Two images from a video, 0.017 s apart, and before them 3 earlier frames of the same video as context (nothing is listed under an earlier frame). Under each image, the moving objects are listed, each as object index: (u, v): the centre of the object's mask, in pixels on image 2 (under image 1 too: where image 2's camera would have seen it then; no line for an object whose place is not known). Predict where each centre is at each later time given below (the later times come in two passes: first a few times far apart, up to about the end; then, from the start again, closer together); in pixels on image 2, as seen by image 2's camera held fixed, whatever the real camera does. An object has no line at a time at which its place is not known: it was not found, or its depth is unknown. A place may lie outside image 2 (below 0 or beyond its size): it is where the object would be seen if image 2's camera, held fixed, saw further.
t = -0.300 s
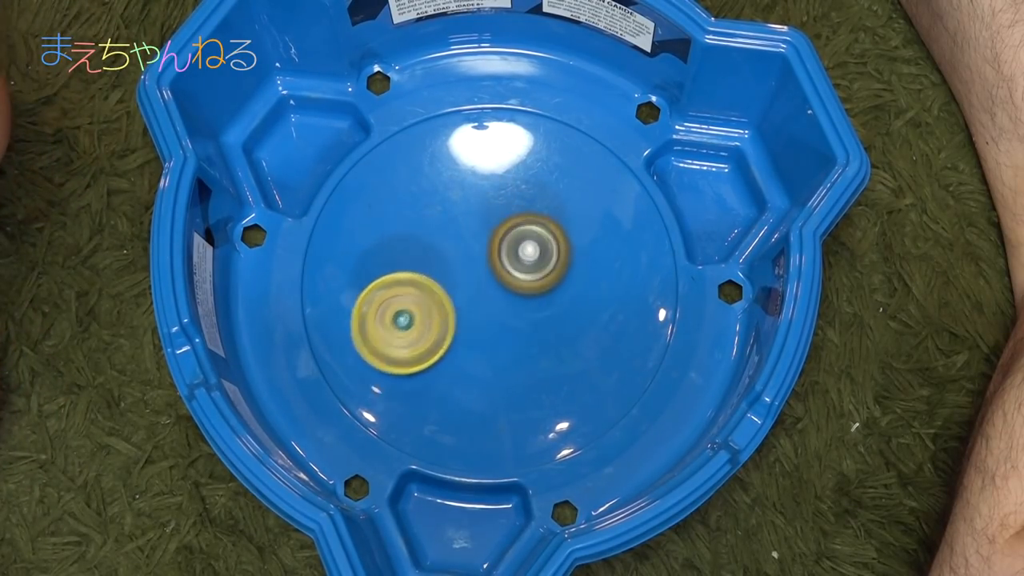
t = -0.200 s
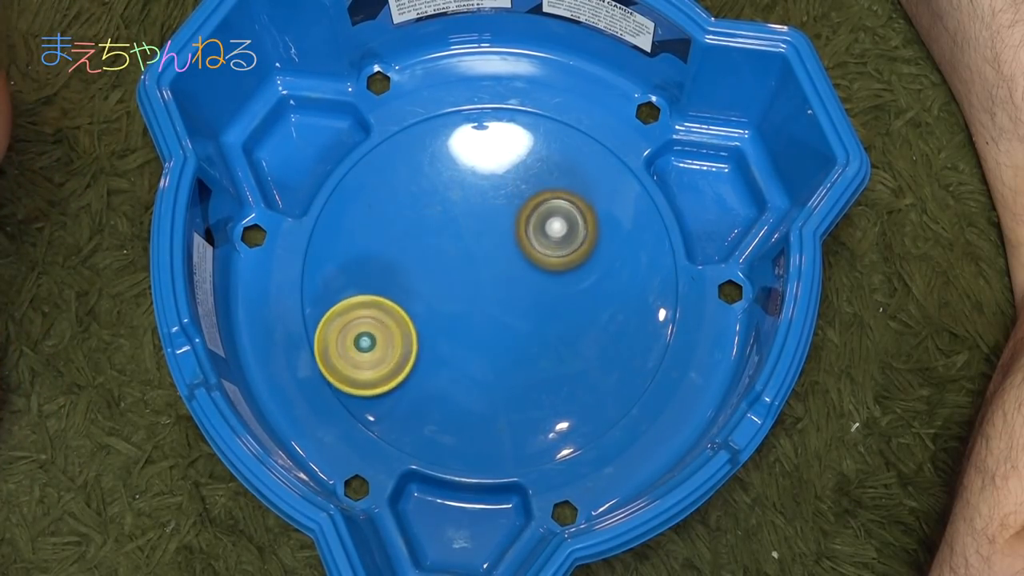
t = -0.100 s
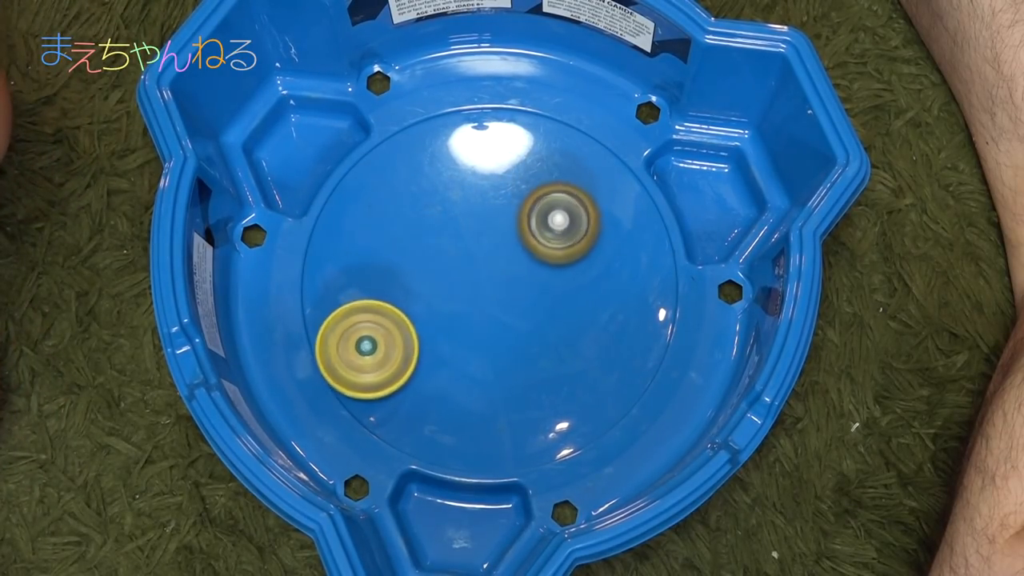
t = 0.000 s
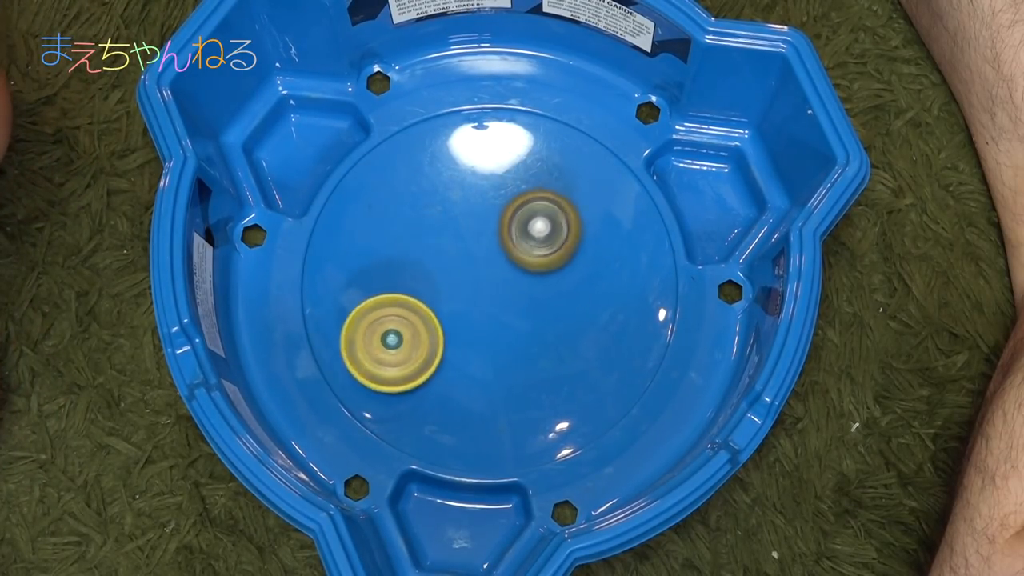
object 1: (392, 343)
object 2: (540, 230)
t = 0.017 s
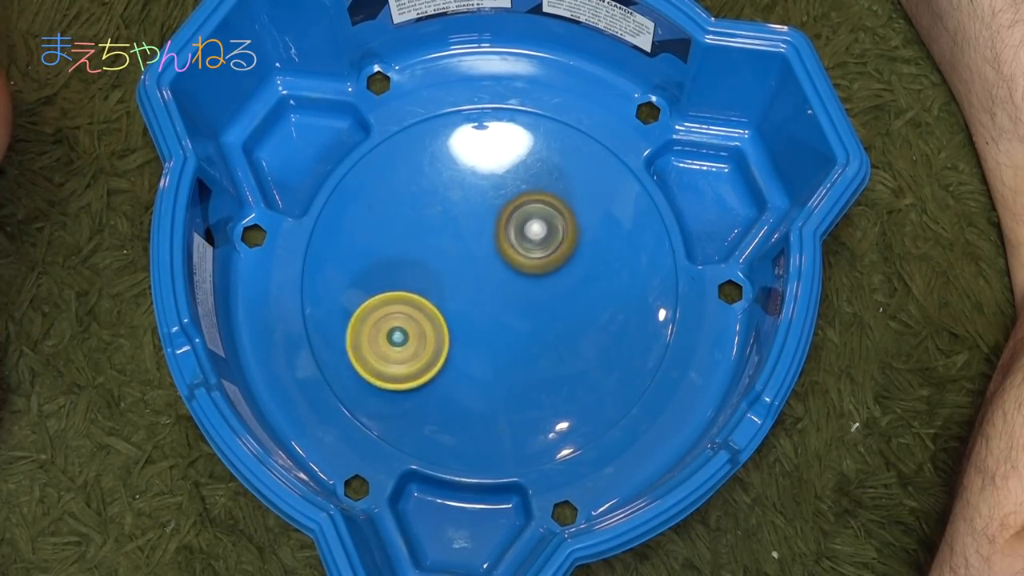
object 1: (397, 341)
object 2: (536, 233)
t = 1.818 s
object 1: (444, 358)
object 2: (497, 191)
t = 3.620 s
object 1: (526, 305)
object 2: (439, 237)
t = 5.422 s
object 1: (506, 274)
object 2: (413, 288)
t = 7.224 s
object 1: (541, 243)
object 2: (399, 303)
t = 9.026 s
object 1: (503, 229)
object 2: (445, 322)
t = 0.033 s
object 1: (402, 338)
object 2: (532, 235)
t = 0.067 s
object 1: (413, 333)
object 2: (522, 241)
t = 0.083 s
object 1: (419, 330)
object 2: (517, 244)
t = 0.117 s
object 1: (430, 323)
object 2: (507, 250)
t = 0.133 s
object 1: (435, 321)
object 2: (502, 253)
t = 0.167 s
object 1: (432, 334)
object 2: (508, 239)
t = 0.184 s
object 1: (428, 341)
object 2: (512, 232)
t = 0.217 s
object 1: (424, 352)
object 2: (520, 219)
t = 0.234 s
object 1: (423, 357)
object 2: (522, 213)
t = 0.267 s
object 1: (421, 363)
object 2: (526, 203)
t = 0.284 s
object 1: (422, 365)
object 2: (528, 199)
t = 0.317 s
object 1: (424, 365)
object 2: (530, 194)
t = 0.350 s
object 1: (427, 364)
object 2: (529, 193)
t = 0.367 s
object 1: (430, 362)
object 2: (529, 193)
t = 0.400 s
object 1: (433, 358)
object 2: (528, 194)
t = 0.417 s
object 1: (436, 357)
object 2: (528, 196)
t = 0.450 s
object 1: (441, 351)
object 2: (525, 202)
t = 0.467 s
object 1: (443, 348)
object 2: (523, 205)
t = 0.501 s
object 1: (449, 342)
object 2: (519, 212)
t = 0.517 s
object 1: (452, 339)
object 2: (517, 216)
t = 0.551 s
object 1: (456, 333)
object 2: (512, 226)
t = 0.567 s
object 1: (459, 329)
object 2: (509, 232)
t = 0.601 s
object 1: (460, 326)
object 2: (504, 240)
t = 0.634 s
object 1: (448, 358)
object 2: (512, 217)
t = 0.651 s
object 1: (442, 373)
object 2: (516, 207)
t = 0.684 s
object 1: (431, 398)
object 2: (521, 189)
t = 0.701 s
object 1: (427, 409)
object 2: (524, 180)
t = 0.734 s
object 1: (419, 426)
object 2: (527, 168)
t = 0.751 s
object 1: (417, 432)
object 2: (528, 164)
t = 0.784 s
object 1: (414, 439)
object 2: (528, 157)
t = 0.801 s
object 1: (414, 440)
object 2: (528, 155)
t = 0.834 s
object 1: (417, 438)
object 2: (527, 156)
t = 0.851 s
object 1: (419, 435)
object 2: (526, 158)
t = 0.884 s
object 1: (424, 429)
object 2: (523, 162)
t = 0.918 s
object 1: (430, 417)
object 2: (520, 171)
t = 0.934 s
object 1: (434, 412)
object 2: (518, 176)
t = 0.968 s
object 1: (441, 397)
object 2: (512, 187)
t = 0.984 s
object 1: (444, 390)
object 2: (510, 193)
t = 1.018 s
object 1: (452, 374)
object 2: (504, 207)
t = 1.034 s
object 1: (455, 365)
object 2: (501, 215)
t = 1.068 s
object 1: (463, 347)
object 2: (494, 230)
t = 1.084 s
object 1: (466, 338)
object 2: (491, 239)
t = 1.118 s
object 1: (464, 352)
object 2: (491, 229)
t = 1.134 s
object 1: (461, 369)
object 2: (493, 215)
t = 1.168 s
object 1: (454, 398)
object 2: (494, 188)
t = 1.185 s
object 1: (452, 410)
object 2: (496, 176)
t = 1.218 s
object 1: (447, 428)
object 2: (498, 155)
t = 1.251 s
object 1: (445, 440)
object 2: (499, 137)
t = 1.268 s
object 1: (444, 443)
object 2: (500, 131)
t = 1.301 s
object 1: (444, 445)
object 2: (498, 125)
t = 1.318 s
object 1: (444, 443)
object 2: (498, 123)
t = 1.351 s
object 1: (446, 438)
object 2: (497, 124)
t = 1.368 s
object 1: (447, 434)
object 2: (496, 127)
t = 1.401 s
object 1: (449, 424)
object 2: (494, 134)
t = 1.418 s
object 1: (451, 418)
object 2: (495, 139)
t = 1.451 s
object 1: (453, 404)
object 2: (492, 153)
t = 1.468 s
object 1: (456, 396)
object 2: (491, 161)
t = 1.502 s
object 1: (458, 380)
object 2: (489, 177)
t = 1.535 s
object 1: (461, 361)
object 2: (486, 197)
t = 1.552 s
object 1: (462, 353)
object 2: (485, 206)
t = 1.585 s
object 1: (465, 333)
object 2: (484, 227)
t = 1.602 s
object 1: (465, 324)
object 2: (482, 238)
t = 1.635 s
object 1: (463, 335)
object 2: (484, 229)
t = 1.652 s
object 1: (460, 342)
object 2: (487, 222)
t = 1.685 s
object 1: (455, 353)
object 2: (490, 210)
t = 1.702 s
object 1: (452, 357)
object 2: (492, 204)
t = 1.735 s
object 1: (448, 362)
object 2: (494, 198)
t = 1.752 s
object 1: (447, 363)
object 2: (495, 195)
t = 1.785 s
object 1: (445, 361)
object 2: (497, 191)
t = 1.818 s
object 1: (444, 358)
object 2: (497, 191)
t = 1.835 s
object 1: (444, 355)
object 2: (497, 192)
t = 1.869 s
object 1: (445, 349)
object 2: (497, 197)
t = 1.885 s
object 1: (445, 346)
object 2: (497, 199)
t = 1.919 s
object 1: (446, 339)
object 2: (496, 205)
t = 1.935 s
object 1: (446, 335)
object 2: (496, 209)
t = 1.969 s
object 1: (448, 328)
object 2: (494, 217)
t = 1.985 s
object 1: (449, 324)
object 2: (493, 222)
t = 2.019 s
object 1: (450, 317)
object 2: (491, 232)
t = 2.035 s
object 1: (450, 317)
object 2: (492, 233)
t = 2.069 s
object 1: (447, 317)
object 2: (494, 235)
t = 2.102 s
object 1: (445, 315)
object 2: (496, 235)
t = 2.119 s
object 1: (445, 315)
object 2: (498, 236)
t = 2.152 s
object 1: (443, 312)
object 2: (499, 236)
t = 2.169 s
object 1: (443, 311)
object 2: (501, 236)
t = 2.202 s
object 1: (443, 308)
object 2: (503, 237)
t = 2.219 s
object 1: (442, 308)
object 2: (504, 236)
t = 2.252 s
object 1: (441, 306)
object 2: (508, 236)
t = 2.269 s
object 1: (442, 305)
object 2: (509, 236)
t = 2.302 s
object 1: (443, 302)
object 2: (511, 237)
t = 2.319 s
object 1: (443, 302)
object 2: (512, 237)
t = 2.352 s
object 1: (441, 303)
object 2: (519, 234)
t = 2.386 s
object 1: (441, 302)
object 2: (522, 233)
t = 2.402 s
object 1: (442, 302)
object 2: (524, 232)
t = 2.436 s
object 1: (444, 299)
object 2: (526, 234)
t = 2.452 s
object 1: (446, 299)
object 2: (526, 234)
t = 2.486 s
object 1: (450, 296)
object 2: (526, 237)
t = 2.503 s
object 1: (447, 298)
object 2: (528, 235)
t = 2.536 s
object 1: (434, 311)
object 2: (543, 223)
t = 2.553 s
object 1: (429, 317)
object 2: (548, 218)
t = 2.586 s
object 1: (420, 327)
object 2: (559, 210)
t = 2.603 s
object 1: (417, 331)
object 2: (562, 207)
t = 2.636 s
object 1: (413, 337)
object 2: (566, 202)
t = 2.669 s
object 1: (412, 342)
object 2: (567, 201)
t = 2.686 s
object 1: (413, 344)
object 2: (567, 202)
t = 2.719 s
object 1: (417, 346)
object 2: (564, 204)
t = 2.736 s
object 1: (421, 346)
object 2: (563, 206)
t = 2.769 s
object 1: (428, 347)
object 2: (557, 211)
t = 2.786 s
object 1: (432, 346)
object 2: (555, 213)
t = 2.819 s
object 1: (439, 345)
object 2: (547, 219)
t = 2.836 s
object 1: (444, 344)
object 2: (543, 222)
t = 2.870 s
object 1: (451, 342)
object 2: (534, 230)
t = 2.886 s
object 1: (454, 341)
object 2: (530, 234)
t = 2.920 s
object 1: (461, 338)
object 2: (519, 243)
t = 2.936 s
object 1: (463, 337)
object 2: (513, 247)
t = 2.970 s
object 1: (468, 335)
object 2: (504, 254)
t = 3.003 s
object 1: (460, 359)
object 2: (502, 242)
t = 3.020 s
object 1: (456, 371)
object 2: (503, 235)
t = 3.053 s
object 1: (452, 395)
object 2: (502, 220)
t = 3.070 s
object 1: (449, 405)
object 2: (502, 215)
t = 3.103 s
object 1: (448, 423)
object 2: (500, 205)
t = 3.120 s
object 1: (448, 432)
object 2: (498, 203)
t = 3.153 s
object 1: (451, 445)
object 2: (496, 198)
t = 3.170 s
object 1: (454, 451)
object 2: (494, 198)
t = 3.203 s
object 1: (459, 456)
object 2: (492, 198)
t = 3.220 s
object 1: (464, 453)
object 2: (490, 200)
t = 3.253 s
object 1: (472, 445)
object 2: (489, 203)
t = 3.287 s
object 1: (481, 434)
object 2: (486, 207)
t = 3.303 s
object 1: (486, 427)
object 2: (486, 210)
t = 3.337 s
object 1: (494, 412)
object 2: (483, 216)
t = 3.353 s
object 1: (498, 403)
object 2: (483, 220)
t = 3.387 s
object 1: (504, 385)
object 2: (480, 226)
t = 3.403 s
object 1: (506, 375)
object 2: (479, 231)
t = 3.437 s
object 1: (510, 356)
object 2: (477, 238)
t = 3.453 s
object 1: (511, 346)
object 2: (476, 243)
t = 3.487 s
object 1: (514, 328)
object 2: (473, 249)
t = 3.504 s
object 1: (518, 325)
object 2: (468, 247)
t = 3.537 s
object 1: (524, 319)
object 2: (457, 241)
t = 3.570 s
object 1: (526, 313)
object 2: (448, 238)
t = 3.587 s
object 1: (527, 310)
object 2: (446, 237)
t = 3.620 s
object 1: (526, 305)
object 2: (439, 237)
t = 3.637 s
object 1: (525, 302)
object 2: (437, 237)
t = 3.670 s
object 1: (521, 298)
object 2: (432, 239)
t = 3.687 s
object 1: (518, 296)
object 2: (431, 240)
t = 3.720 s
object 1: (511, 293)
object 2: (428, 243)
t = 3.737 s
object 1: (508, 291)
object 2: (427, 245)
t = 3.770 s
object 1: (510, 293)
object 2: (417, 243)
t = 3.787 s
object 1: (511, 294)
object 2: (413, 243)
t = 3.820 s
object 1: (513, 296)
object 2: (406, 243)
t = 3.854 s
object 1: (513, 297)
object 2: (402, 245)
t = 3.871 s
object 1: (511, 296)
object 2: (401, 246)
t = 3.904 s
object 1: (509, 295)
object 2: (400, 249)
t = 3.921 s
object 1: (506, 295)
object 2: (402, 251)
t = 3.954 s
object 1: (503, 292)
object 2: (404, 254)
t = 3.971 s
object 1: (501, 292)
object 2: (407, 256)
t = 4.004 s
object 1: (498, 289)
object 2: (411, 259)
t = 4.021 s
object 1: (498, 288)
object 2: (412, 261)
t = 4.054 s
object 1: (501, 288)
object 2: (414, 263)
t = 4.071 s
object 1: (501, 288)
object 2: (414, 265)
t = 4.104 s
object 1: (503, 288)
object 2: (416, 269)
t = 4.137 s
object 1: (506, 287)
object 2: (417, 272)
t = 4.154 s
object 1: (507, 287)
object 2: (418, 276)
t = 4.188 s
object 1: (510, 287)
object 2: (420, 280)
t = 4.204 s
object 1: (512, 286)
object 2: (421, 283)
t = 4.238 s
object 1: (517, 286)
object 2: (422, 288)
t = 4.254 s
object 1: (519, 285)
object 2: (422, 291)
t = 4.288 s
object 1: (523, 283)
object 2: (425, 296)
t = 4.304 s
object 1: (524, 283)
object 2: (426, 298)
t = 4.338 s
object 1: (524, 281)
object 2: (430, 302)
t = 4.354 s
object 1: (525, 280)
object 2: (433, 304)
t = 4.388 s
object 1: (530, 278)
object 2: (435, 309)
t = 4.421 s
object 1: (538, 274)
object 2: (433, 314)
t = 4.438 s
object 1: (541, 271)
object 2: (432, 316)
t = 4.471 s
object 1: (545, 269)
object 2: (433, 318)
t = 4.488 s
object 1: (546, 268)
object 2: (434, 318)
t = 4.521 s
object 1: (546, 267)
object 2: (437, 319)
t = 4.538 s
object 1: (547, 266)
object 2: (439, 319)
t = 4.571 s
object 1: (546, 266)
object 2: (443, 318)
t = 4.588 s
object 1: (544, 266)
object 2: (445, 317)
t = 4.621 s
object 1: (542, 266)
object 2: (450, 316)
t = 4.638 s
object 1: (540, 267)
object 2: (453, 315)
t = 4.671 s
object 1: (540, 265)
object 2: (454, 315)
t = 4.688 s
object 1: (549, 258)
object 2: (447, 320)
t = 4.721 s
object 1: (564, 246)
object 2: (434, 328)
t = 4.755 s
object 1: (575, 237)
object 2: (424, 334)
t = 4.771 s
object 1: (579, 234)
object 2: (421, 336)
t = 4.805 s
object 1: (583, 229)
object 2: (415, 338)
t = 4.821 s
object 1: (584, 227)
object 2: (413, 339)
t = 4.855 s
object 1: (584, 227)
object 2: (411, 338)
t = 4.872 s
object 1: (582, 227)
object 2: (412, 337)
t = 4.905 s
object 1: (579, 229)
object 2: (413, 335)
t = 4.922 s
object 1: (577, 230)
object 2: (413, 334)
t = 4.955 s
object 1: (571, 233)
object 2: (416, 330)
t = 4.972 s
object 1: (567, 235)
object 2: (418, 328)
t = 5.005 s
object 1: (558, 240)
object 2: (421, 324)
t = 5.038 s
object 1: (548, 245)
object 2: (425, 319)
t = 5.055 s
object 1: (544, 248)
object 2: (427, 317)
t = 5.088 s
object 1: (532, 254)
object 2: (430, 312)
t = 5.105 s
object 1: (526, 256)
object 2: (432, 310)
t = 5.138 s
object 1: (515, 262)
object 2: (435, 305)
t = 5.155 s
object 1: (515, 262)
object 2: (431, 305)
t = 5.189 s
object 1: (516, 263)
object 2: (424, 305)
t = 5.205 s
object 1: (516, 263)
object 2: (421, 304)
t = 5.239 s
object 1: (514, 265)
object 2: (419, 302)
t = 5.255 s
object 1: (513, 267)
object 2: (419, 300)
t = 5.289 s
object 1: (510, 270)
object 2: (418, 297)
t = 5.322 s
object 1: (510, 271)
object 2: (415, 295)
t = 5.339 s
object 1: (510, 270)
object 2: (414, 294)
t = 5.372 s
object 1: (510, 271)
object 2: (413, 291)
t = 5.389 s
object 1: (508, 273)
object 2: (412, 291)
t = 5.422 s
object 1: (506, 274)
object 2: (413, 288)
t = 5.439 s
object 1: (506, 274)
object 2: (411, 286)
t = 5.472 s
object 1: (505, 275)
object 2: (409, 284)
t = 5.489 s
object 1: (505, 276)
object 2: (409, 283)
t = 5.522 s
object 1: (504, 277)
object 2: (407, 281)
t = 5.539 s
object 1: (509, 276)
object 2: (402, 280)
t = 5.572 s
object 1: (516, 276)
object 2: (392, 278)
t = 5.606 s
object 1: (521, 275)
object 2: (384, 275)
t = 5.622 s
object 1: (523, 276)
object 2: (381, 274)
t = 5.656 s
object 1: (524, 276)
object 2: (377, 271)
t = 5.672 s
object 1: (523, 275)
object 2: (375, 269)
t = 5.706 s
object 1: (520, 274)
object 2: (374, 268)
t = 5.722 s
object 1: (519, 275)
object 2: (375, 267)
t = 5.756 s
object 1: (516, 273)
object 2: (376, 266)
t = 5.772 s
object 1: (514, 272)
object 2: (377, 267)
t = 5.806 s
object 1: (511, 271)
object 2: (382, 267)
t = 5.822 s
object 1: (510, 271)
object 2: (385, 267)
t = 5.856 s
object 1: (507, 270)
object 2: (392, 268)
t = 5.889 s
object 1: (504, 268)
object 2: (400, 269)
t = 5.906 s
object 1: (502, 267)
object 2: (406, 270)
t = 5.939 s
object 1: (502, 267)
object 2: (413, 270)
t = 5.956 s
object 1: (507, 267)
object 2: (414, 270)
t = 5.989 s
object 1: (517, 268)
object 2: (414, 271)
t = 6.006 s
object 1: (521, 268)
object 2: (415, 270)
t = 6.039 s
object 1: (527, 269)
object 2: (418, 271)
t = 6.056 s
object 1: (529, 269)
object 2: (420, 271)
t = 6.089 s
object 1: (531, 268)
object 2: (425, 272)
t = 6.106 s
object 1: (531, 269)
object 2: (428, 273)
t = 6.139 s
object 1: (531, 269)
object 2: (434, 273)
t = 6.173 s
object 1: (532, 269)
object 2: (438, 274)
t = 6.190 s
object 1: (535, 268)
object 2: (438, 274)
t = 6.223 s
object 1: (539, 268)
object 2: (437, 275)
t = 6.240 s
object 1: (541, 268)
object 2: (439, 276)
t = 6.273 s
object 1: (542, 268)
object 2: (440, 277)
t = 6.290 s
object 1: (542, 269)
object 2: (441, 277)
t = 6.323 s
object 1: (541, 269)
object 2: (444, 278)
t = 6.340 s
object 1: (541, 269)
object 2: (445, 278)
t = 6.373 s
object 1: (557, 266)
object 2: (431, 281)
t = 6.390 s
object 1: (571, 264)
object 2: (418, 284)
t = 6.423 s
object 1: (593, 260)
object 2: (393, 288)
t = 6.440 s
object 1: (603, 257)
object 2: (383, 290)
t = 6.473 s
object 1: (619, 253)
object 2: (364, 293)
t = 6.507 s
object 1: (631, 250)
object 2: (350, 296)
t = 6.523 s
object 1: (634, 249)
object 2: (344, 298)
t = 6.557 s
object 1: (636, 248)
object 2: (337, 301)
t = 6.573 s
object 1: (635, 248)
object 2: (335, 301)
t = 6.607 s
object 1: (632, 247)
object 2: (335, 302)
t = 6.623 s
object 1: (628, 247)
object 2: (338, 303)
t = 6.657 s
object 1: (620, 248)
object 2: (343, 302)
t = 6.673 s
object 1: (615, 248)
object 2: (346, 302)
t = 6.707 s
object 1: (603, 250)
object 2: (355, 301)
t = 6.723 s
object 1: (597, 252)
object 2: (361, 301)
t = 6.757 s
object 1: (582, 254)
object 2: (373, 299)
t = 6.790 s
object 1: (565, 257)
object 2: (387, 297)
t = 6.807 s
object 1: (556, 258)
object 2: (394, 295)
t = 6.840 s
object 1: (538, 262)
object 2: (410, 293)
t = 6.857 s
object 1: (529, 263)
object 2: (419, 291)
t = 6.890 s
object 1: (519, 263)
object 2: (428, 290)
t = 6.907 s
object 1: (526, 260)
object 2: (419, 294)
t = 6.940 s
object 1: (542, 254)
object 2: (404, 298)
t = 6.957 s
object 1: (548, 251)
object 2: (399, 300)
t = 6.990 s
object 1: (558, 246)
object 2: (389, 304)
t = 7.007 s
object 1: (562, 245)
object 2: (384, 305)
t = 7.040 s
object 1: (565, 243)
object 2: (380, 307)
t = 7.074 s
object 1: (564, 242)
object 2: (380, 308)
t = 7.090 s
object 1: (563, 243)
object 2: (380, 309)
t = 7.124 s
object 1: (560, 243)
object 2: (383, 309)
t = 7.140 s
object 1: (556, 242)
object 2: (385, 307)
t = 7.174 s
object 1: (551, 243)
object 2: (389, 306)
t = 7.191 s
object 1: (548, 243)
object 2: (392, 305)
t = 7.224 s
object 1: (541, 243)
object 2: (399, 303)
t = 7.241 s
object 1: (538, 244)
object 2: (404, 301)
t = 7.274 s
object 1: (531, 245)
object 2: (413, 298)
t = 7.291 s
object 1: (526, 246)
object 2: (417, 297)
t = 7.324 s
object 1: (519, 248)
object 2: (428, 294)
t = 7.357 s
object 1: (517, 248)
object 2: (434, 292)
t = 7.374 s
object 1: (520, 244)
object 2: (434, 293)
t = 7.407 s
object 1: (527, 240)
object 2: (432, 295)
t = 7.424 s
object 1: (530, 237)
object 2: (431, 295)
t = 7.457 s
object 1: (532, 236)
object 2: (432, 296)
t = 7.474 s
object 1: (533, 236)
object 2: (433, 297)
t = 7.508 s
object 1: (532, 234)
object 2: (436, 297)
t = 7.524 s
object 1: (531, 235)
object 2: (437, 296)
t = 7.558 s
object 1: (530, 235)
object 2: (440, 295)
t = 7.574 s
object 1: (529, 235)
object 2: (442, 295)
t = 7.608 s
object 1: (526, 236)
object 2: (445, 293)
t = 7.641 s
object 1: (525, 236)
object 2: (447, 292)
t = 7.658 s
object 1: (526, 235)
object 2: (447, 293)
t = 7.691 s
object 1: (527, 234)
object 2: (445, 295)
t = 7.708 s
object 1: (528, 234)
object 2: (444, 295)
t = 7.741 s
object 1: (527, 234)
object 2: (445, 296)
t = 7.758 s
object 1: (527, 236)
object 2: (447, 296)
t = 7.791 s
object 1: (526, 236)
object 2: (448, 296)
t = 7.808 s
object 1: (524, 237)
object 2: (449, 295)
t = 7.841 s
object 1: (522, 239)
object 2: (450, 295)
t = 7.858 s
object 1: (522, 238)
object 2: (450, 296)
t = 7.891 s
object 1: (519, 238)
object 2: (449, 298)
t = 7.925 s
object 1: (518, 237)
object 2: (447, 301)
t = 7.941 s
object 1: (518, 236)
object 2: (445, 304)
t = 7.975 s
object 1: (519, 236)
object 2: (441, 308)
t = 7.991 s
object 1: (519, 235)
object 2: (439, 309)
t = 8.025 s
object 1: (517, 237)
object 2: (438, 311)
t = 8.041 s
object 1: (517, 238)
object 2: (438, 313)
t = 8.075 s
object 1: (513, 240)
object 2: (438, 313)
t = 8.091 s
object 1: (511, 243)
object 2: (440, 313)
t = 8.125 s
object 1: (508, 245)
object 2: (442, 312)
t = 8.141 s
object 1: (511, 242)
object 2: (439, 315)
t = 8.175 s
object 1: (516, 233)
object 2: (433, 324)
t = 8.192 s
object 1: (520, 228)
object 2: (430, 327)
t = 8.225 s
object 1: (524, 222)
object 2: (427, 332)
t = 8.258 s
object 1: (527, 218)
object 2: (427, 335)
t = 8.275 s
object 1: (528, 216)
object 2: (426, 336)
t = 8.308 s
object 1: (529, 216)
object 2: (428, 336)
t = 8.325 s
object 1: (529, 216)
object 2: (429, 336)
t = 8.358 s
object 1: (526, 217)
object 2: (431, 334)
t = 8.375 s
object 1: (525, 218)
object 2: (433, 332)
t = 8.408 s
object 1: (521, 221)
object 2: (437, 328)
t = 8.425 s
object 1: (519, 223)
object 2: (438, 326)
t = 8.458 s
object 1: (515, 226)
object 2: (442, 321)
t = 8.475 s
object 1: (512, 229)
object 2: (444, 319)
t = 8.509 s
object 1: (508, 233)
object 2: (448, 313)
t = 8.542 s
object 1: (508, 232)
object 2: (449, 313)
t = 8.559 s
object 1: (510, 226)
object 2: (445, 318)
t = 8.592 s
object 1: (517, 215)
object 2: (440, 327)
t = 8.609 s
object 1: (518, 211)
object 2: (437, 330)
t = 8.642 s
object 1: (522, 205)
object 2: (434, 335)
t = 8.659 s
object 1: (523, 202)
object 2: (434, 337)
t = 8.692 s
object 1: (523, 202)
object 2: (433, 338)
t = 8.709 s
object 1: (524, 202)
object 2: (433, 337)
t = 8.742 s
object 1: (521, 203)
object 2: (435, 336)
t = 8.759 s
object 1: (522, 206)
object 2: (436, 334)
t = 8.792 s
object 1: (518, 208)
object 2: (438, 331)
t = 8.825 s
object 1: (514, 214)
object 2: (441, 327)
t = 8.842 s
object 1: (513, 217)
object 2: (442, 325)
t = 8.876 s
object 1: (508, 223)
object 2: (445, 319)
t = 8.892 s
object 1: (506, 227)
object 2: (447, 317)
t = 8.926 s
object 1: (502, 234)
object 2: (450, 311)
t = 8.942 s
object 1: (500, 237)
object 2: (450, 311)
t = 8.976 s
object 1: (502, 232)
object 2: (448, 316)
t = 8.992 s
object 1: (502, 231)
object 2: (446, 318)
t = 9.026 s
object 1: (503, 229)
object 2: (445, 322)
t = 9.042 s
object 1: (502, 230)
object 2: (445, 322)
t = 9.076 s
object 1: (502, 231)
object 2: (445, 323)
